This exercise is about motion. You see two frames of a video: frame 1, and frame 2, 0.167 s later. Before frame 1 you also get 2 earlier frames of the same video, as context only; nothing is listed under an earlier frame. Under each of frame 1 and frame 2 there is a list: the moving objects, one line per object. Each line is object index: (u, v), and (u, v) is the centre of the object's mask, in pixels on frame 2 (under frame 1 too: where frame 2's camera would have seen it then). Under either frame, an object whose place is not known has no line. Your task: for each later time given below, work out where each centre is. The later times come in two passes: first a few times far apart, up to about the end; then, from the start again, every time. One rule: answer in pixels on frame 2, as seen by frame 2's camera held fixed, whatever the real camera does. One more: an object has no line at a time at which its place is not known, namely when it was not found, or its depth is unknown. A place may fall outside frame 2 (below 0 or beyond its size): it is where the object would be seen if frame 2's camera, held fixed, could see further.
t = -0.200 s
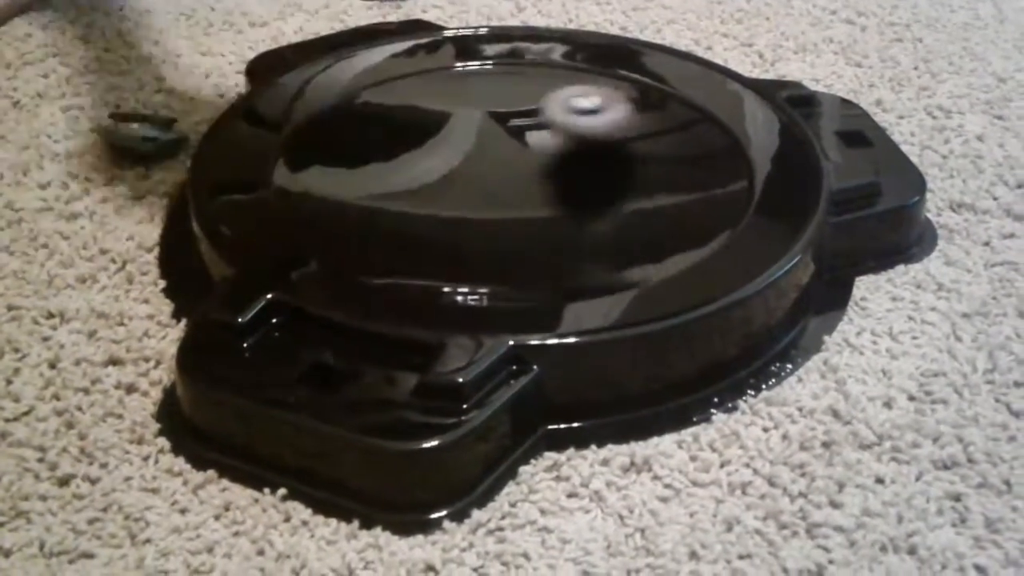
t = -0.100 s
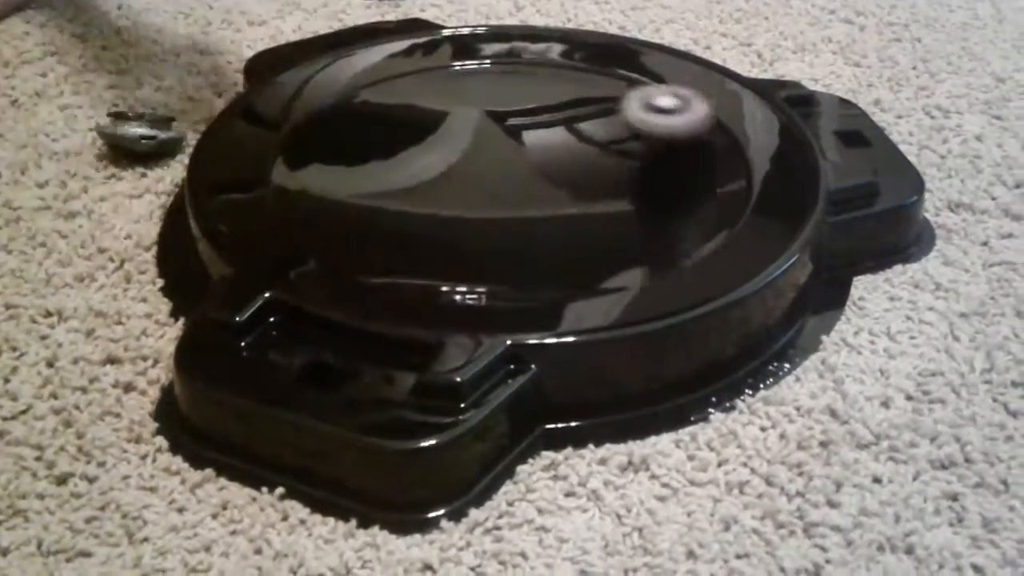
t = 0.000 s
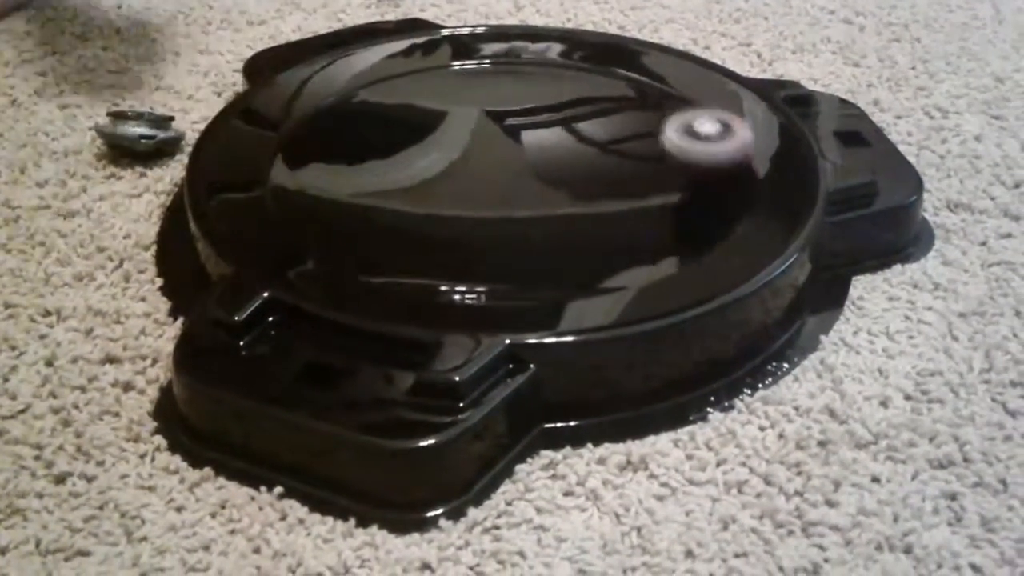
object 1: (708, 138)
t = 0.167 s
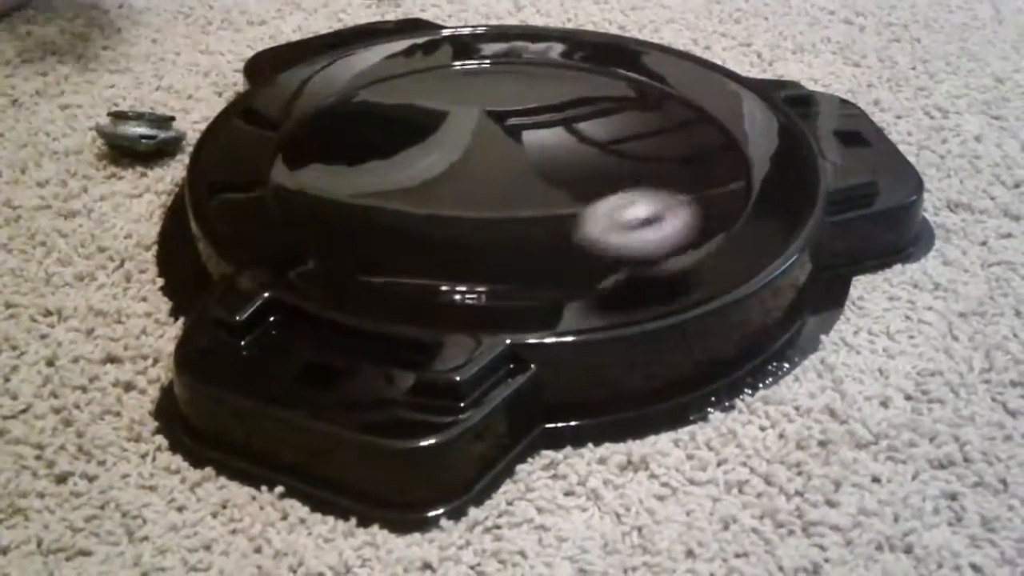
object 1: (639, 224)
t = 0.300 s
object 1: (433, 245)
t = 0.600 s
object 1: (337, 70)
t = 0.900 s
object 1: (695, 83)
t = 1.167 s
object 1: (562, 260)
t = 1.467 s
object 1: (292, 104)
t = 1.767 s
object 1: (623, 54)
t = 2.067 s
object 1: (631, 247)
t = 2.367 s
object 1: (274, 137)
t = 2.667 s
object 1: (557, 43)
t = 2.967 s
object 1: (711, 207)
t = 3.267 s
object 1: (275, 164)
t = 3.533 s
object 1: (459, 41)
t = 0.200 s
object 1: (593, 240)
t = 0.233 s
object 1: (544, 248)
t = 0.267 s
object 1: (488, 250)
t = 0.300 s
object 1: (433, 245)
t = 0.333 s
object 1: (380, 234)
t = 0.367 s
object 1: (338, 217)
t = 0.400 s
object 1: (303, 197)
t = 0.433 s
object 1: (278, 173)
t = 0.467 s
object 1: (272, 149)
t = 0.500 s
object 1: (277, 128)
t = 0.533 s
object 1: (289, 106)
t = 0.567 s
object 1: (308, 88)
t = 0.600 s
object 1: (337, 70)
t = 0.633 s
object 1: (373, 56)
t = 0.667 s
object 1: (412, 47)
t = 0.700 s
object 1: (457, 42)
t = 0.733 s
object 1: (501, 40)
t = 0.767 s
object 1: (543, 42)
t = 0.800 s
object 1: (584, 47)
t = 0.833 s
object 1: (623, 54)
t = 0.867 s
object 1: (664, 68)
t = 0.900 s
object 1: (695, 83)
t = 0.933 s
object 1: (725, 105)
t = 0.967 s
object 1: (739, 126)
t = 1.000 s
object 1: (745, 152)
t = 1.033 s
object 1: (737, 180)
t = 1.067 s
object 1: (713, 207)
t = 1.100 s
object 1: (675, 230)
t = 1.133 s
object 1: (624, 250)
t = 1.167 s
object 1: (562, 260)
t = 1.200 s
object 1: (499, 261)
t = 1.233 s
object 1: (435, 256)
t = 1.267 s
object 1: (379, 243)
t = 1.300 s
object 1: (334, 224)
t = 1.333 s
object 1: (301, 201)
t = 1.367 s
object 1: (281, 177)
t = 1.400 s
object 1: (273, 150)
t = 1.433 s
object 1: (279, 126)
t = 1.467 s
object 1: (292, 104)
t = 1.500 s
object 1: (312, 84)
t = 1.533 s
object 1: (343, 68)
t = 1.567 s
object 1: (379, 53)
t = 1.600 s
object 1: (416, 45)
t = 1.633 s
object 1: (459, 38)
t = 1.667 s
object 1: (503, 40)
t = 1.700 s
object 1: (544, 42)
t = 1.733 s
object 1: (585, 46)
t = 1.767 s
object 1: (623, 54)
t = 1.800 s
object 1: (660, 66)
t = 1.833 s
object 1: (695, 83)
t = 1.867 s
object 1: (720, 100)
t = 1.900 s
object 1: (739, 124)
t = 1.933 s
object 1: (745, 149)
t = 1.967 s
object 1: (738, 176)
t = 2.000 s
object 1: (717, 203)
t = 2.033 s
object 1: (681, 227)
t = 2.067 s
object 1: (631, 247)
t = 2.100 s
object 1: (572, 257)
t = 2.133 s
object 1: (513, 262)
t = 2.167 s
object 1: (451, 258)
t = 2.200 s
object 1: (393, 246)
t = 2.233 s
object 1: (347, 230)
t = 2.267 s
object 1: (311, 208)
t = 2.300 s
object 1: (288, 185)
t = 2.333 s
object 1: (274, 160)
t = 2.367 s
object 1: (274, 137)
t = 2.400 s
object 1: (283, 115)
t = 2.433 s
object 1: (301, 95)
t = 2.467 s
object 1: (327, 75)
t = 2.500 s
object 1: (357, 62)
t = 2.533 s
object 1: (393, 50)
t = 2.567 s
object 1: (430, 43)
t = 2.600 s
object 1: (475, 41)
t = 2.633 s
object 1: (515, 40)
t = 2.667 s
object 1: (557, 43)
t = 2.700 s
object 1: (598, 48)
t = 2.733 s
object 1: (634, 58)
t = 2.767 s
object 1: (669, 69)
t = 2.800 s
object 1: (701, 86)
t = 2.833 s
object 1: (729, 109)
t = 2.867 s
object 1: (740, 129)
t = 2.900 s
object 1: (743, 154)
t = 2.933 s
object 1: (735, 181)
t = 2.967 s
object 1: (711, 207)
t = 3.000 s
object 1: (677, 229)
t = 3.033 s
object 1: (570, 258)
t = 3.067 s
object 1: (512, 262)
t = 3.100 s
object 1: (450, 258)
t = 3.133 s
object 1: (395, 247)
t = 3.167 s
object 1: (350, 233)
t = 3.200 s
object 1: (313, 211)
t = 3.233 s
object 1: (288, 187)
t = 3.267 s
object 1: (275, 164)
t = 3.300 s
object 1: (272, 139)
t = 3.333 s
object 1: (281, 118)
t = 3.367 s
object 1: (296, 99)
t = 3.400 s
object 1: (319, 79)
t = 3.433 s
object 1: (349, 65)
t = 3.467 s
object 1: (383, 52)
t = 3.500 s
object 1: (419, 45)
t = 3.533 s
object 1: (459, 41)
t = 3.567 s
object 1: (502, 39)
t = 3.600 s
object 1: (543, 41)
